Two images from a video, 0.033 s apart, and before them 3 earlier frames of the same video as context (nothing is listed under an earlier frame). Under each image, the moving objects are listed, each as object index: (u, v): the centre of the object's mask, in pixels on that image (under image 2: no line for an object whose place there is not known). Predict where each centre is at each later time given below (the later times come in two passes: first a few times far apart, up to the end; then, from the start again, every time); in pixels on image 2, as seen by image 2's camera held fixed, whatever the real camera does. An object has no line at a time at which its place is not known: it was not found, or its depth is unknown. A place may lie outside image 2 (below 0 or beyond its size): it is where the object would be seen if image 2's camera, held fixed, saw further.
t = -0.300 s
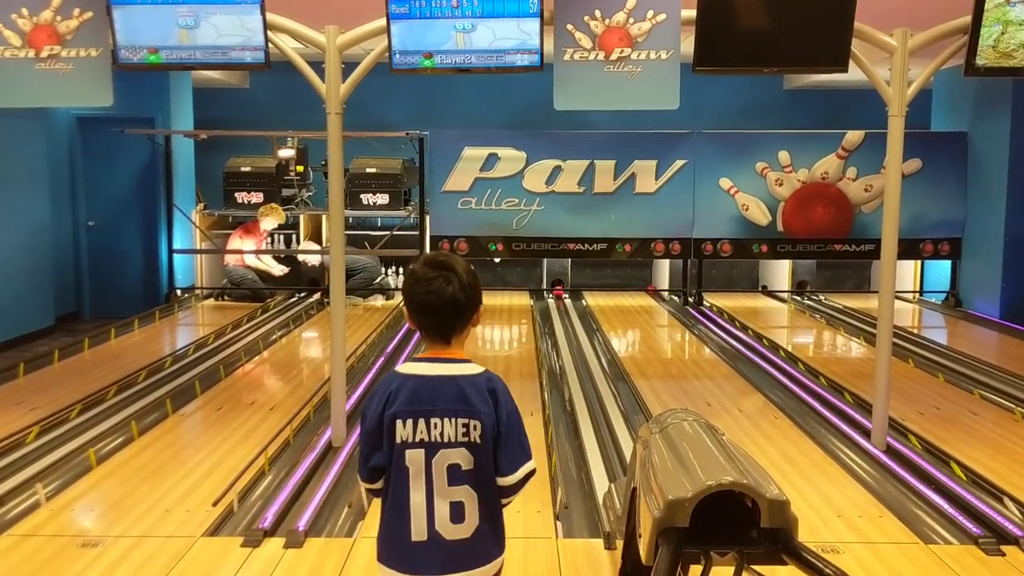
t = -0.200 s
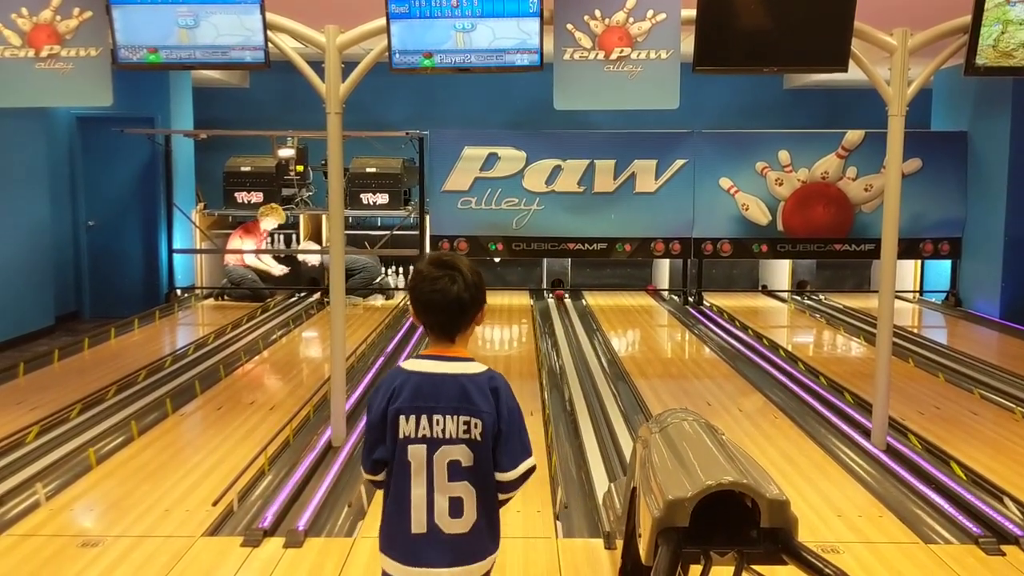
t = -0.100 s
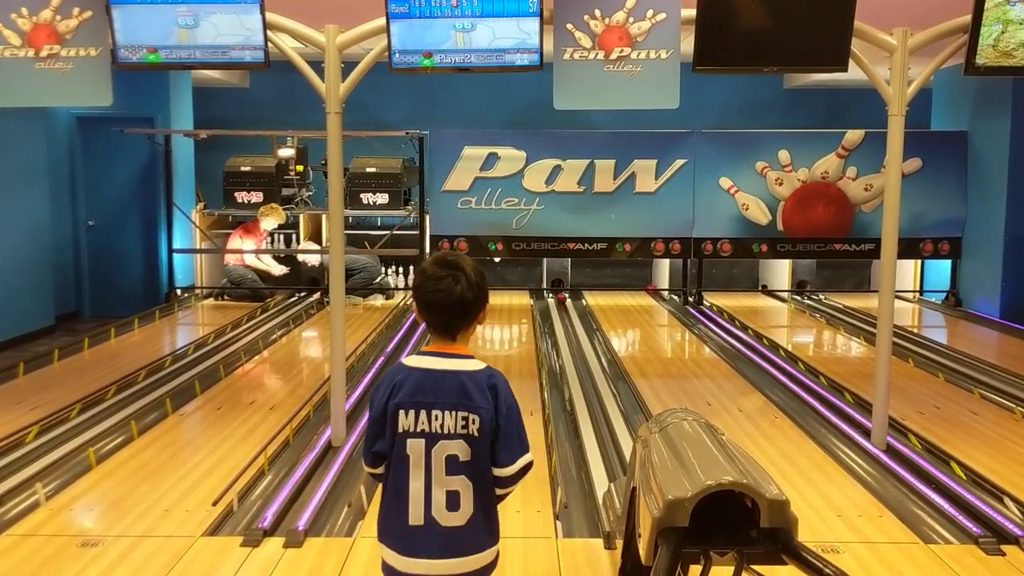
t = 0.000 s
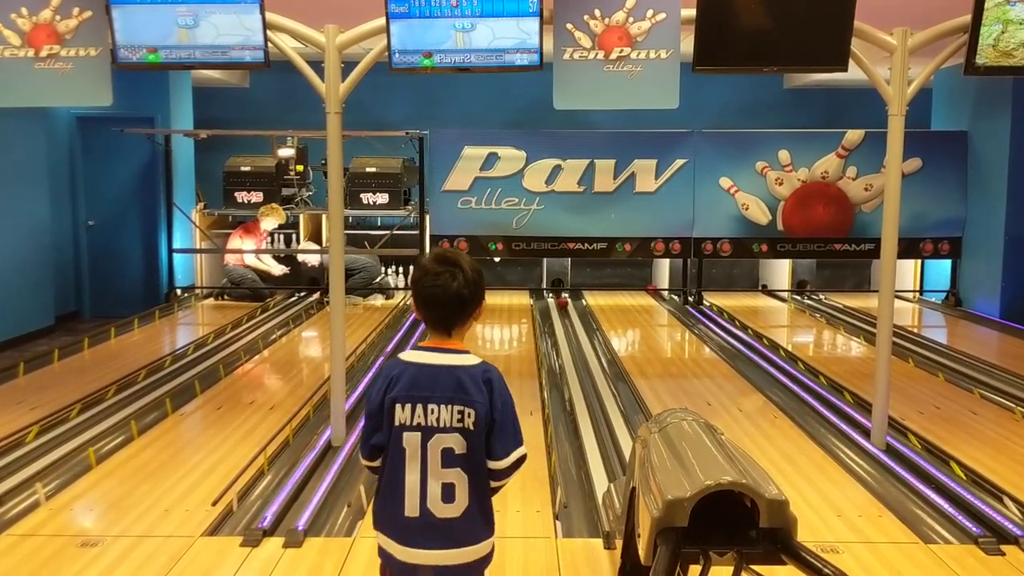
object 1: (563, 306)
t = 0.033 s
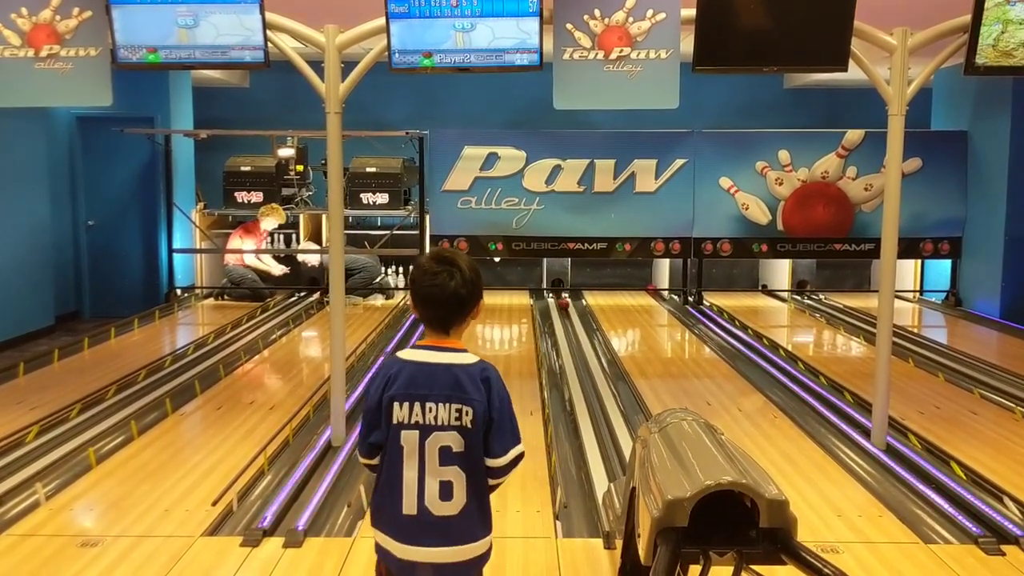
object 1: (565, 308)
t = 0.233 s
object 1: (568, 315)
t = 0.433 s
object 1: (571, 326)
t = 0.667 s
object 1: (577, 342)
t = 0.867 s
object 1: (583, 358)
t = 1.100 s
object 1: (591, 382)
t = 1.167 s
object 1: (594, 390)
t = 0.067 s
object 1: (565, 309)
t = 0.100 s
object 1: (567, 310)
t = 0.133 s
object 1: (566, 311)
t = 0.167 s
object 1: (567, 313)
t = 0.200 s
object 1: (568, 315)
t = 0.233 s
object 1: (568, 315)
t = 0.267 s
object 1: (568, 318)
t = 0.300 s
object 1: (569, 318)
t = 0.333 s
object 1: (569, 320)
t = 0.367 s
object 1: (571, 324)
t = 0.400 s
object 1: (571, 324)
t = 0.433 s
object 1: (571, 326)
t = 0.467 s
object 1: (572, 328)
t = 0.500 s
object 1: (573, 331)
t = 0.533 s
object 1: (574, 333)
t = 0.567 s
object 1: (574, 334)
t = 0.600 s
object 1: (575, 337)
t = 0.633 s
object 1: (576, 340)
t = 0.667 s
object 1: (577, 342)
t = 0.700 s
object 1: (577, 345)
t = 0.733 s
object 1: (578, 348)
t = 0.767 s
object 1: (579, 350)
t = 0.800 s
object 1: (581, 353)
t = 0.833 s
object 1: (581, 355)
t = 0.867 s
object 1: (583, 358)
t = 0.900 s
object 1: (583, 362)
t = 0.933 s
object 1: (585, 364)
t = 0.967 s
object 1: (586, 368)
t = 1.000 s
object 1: (587, 372)
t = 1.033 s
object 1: (588, 376)
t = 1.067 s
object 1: (589, 379)
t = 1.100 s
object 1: (591, 382)
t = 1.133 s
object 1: (592, 386)
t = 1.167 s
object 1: (594, 390)
